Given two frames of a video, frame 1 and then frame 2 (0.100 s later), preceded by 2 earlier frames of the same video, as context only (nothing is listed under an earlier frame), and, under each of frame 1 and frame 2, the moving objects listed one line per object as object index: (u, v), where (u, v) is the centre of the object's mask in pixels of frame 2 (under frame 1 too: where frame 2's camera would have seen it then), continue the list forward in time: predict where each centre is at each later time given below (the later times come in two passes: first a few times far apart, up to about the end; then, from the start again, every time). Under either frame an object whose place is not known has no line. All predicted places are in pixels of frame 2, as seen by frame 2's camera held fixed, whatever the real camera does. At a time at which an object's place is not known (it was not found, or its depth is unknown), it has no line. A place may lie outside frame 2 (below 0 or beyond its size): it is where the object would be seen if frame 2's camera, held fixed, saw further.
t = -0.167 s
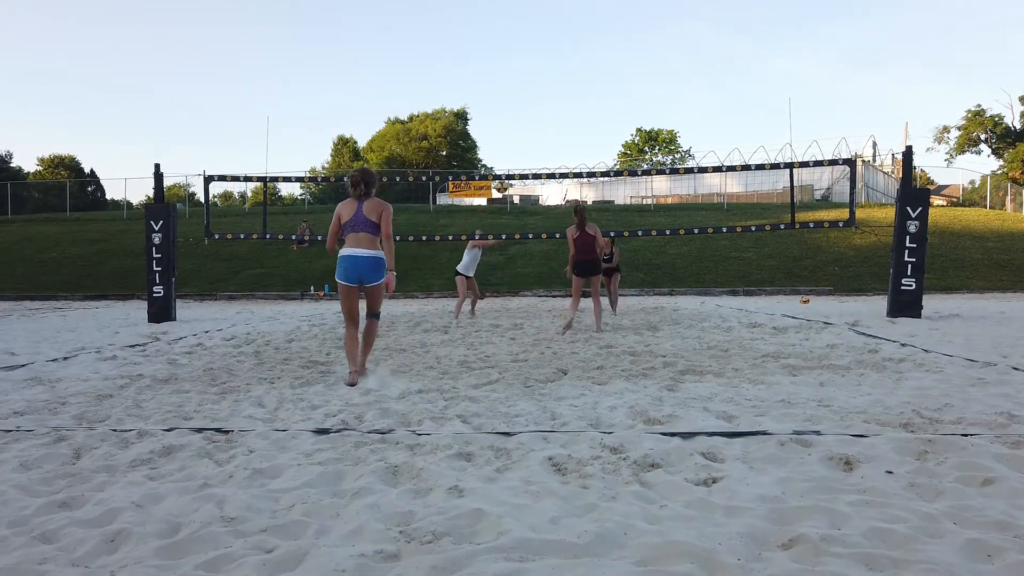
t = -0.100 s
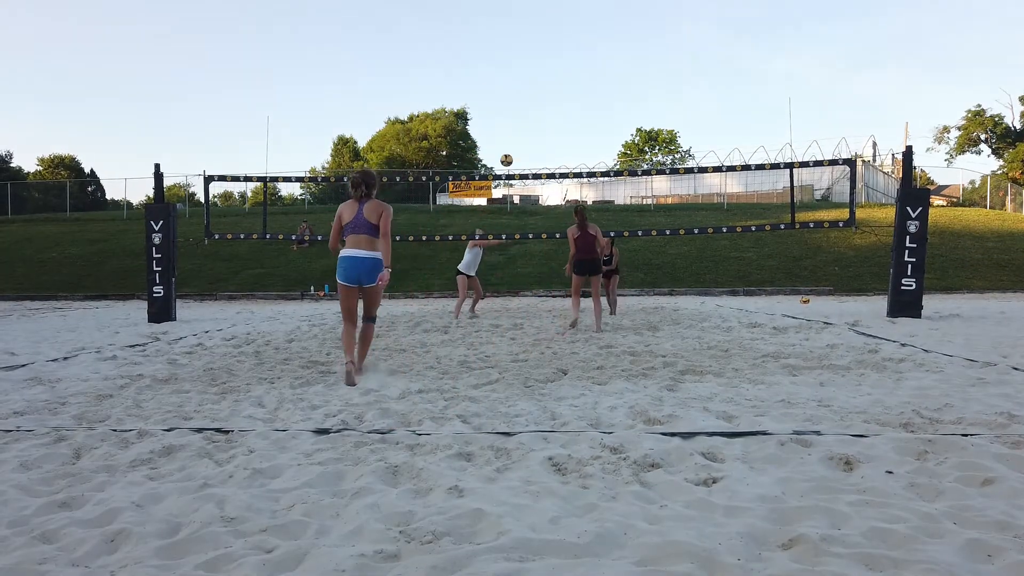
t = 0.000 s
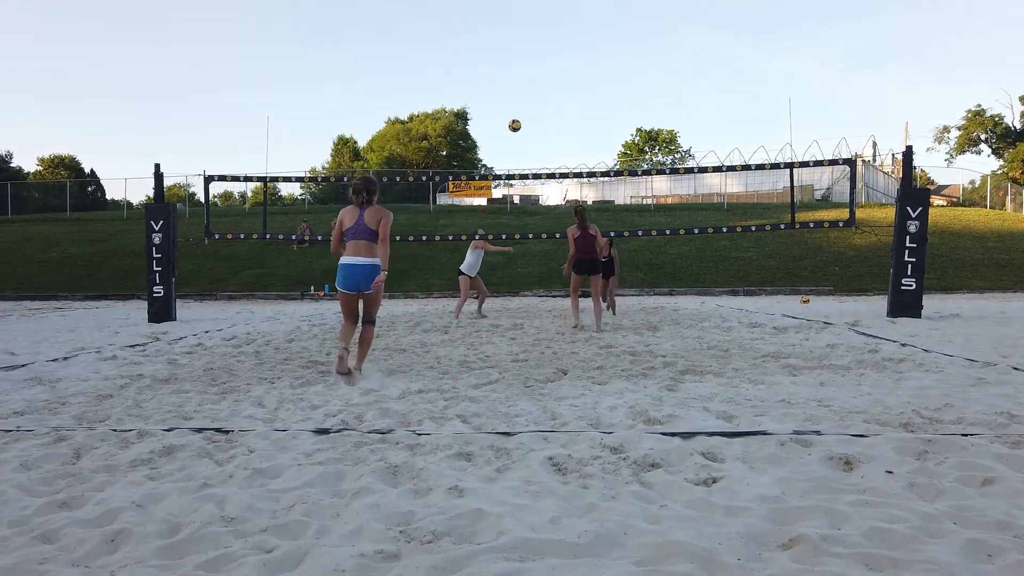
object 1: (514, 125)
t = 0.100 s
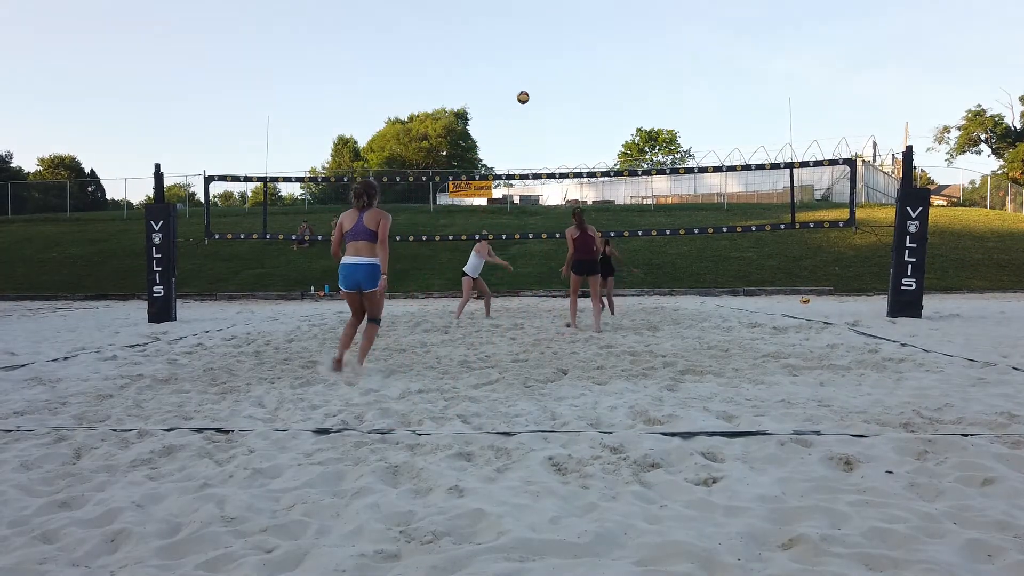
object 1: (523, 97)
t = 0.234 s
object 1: (533, 69)
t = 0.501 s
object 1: (555, 45)
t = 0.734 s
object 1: (573, 60)
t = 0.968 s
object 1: (592, 105)
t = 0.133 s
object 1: (526, 89)
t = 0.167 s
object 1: (528, 81)
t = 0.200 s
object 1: (531, 74)
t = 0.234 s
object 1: (533, 69)
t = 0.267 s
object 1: (536, 63)
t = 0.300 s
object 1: (539, 59)
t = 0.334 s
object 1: (542, 55)
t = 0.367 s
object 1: (544, 51)
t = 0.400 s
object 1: (547, 48)
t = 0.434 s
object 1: (550, 47)
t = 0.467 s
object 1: (552, 46)
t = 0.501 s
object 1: (555, 45)
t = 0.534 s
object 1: (558, 45)
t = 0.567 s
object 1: (560, 46)
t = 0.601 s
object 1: (563, 48)
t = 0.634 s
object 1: (565, 49)
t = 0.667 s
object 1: (568, 52)
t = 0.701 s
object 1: (571, 55)
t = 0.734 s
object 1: (573, 60)
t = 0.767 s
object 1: (576, 64)
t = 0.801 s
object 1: (579, 70)
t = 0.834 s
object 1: (581, 75)
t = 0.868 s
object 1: (584, 82)
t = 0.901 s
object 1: (587, 89)
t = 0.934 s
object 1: (589, 97)
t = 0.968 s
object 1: (592, 105)
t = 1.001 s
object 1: (594, 114)
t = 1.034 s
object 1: (597, 124)
